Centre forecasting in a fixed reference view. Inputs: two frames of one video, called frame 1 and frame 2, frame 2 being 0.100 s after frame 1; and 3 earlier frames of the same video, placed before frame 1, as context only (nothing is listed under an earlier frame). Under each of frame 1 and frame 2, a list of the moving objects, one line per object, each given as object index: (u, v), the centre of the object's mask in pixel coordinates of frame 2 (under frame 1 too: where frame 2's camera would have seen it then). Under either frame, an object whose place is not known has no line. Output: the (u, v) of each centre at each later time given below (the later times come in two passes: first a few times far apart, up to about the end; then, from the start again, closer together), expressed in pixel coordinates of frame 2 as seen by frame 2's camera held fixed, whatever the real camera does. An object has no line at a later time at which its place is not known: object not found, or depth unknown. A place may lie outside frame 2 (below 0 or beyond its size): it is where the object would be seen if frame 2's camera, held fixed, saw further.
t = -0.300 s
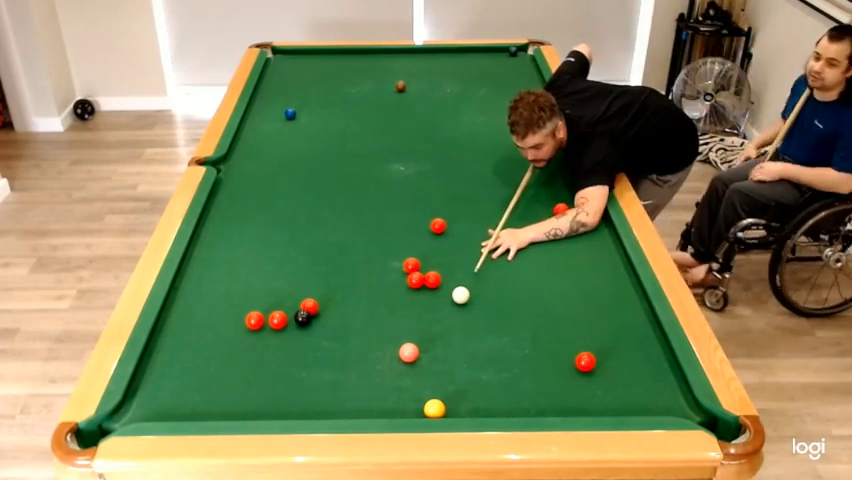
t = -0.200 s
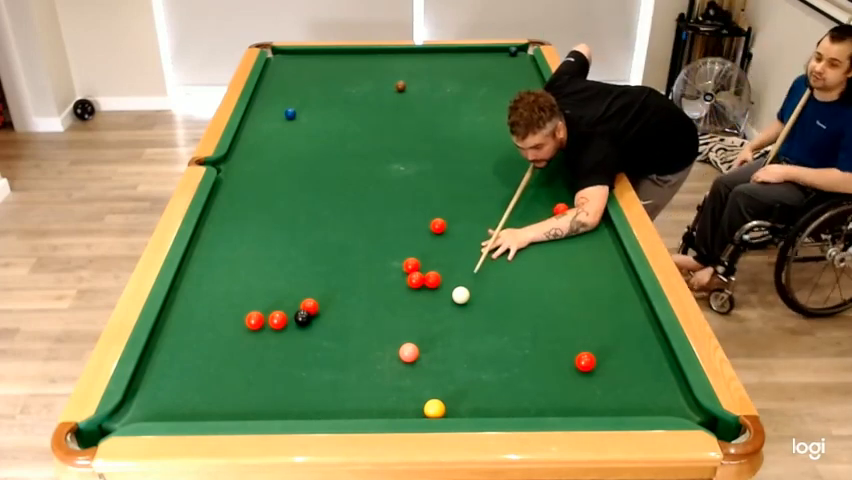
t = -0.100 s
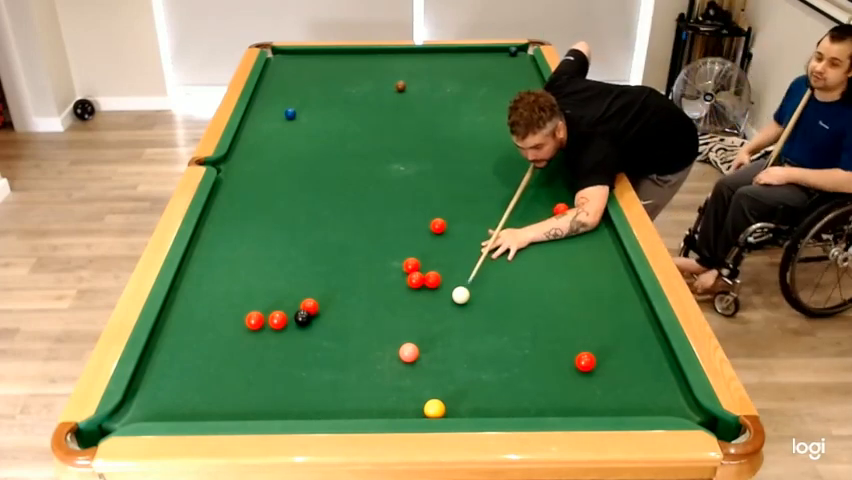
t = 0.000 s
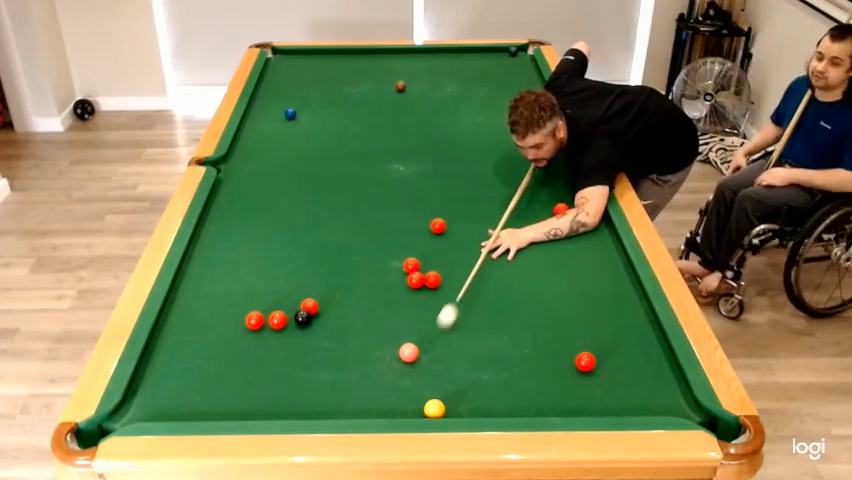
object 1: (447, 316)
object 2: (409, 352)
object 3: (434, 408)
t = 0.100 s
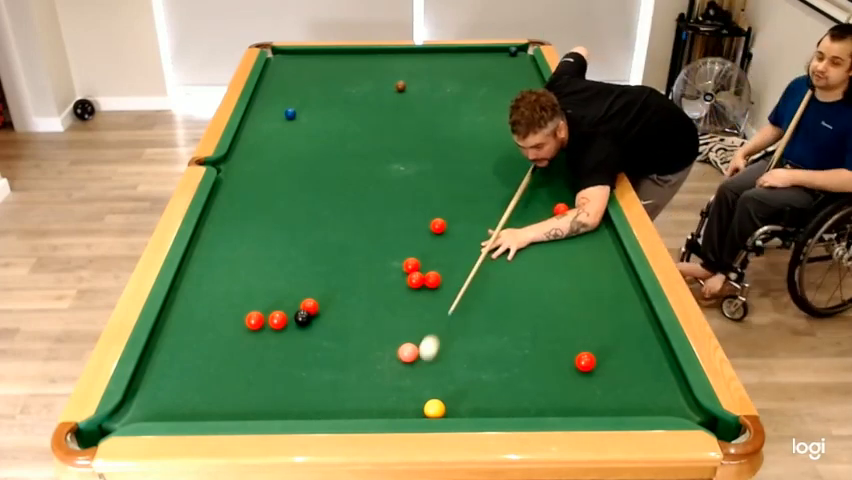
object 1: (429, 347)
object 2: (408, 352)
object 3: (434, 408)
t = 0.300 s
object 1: (436, 392)
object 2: (367, 360)
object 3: (433, 409)
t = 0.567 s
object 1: (451, 363)
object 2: (320, 370)
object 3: (416, 403)
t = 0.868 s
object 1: (466, 339)
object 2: (267, 381)
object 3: (400, 394)
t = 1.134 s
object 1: (476, 321)
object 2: (222, 391)
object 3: (389, 388)
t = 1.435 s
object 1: (487, 303)
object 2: (172, 401)
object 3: (378, 382)
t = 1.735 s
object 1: (495, 289)
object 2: (125, 411)
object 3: (371, 377)
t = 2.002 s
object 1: (502, 278)
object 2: (118, 423)
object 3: (366, 375)
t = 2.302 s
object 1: (509, 267)
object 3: (363, 373)
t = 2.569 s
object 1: (513, 260)
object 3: (363, 373)
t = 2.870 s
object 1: (518, 253)
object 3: (363, 373)
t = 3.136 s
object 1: (521, 248)
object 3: (363, 373)
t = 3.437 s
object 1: (524, 244)
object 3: (363, 373)
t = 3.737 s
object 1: (525, 241)
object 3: (363, 373)
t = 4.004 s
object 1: (525, 240)
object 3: (363, 373)
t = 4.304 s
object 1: (525, 240)
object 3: (363, 373)
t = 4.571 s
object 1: (525, 240)
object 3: (363, 373)
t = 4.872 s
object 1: (526, 240)
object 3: (363, 373)
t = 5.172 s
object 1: (525, 240)
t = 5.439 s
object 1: (525, 240)
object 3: (363, 373)
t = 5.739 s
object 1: (525, 240)
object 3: (363, 374)
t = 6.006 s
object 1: (525, 240)
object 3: (363, 374)
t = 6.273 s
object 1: (525, 240)
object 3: (363, 373)
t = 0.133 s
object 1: (429, 357)
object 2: (401, 354)
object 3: (434, 408)
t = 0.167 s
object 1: (431, 367)
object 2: (393, 355)
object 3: (434, 408)
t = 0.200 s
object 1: (432, 377)
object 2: (386, 357)
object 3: (434, 408)
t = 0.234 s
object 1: (433, 386)
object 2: (380, 358)
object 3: (434, 408)
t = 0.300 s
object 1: (436, 392)
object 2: (367, 360)
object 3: (433, 409)
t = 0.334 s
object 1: (438, 388)
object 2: (361, 362)
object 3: (430, 409)
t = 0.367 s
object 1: (440, 383)
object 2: (355, 363)
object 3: (428, 408)
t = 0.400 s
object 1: (442, 379)
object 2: (349, 364)
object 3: (426, 408)
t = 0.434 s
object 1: (444, 375)
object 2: (344, 365)
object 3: (424, 407)
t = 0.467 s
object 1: (446, 372)
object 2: (337, 367)
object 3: (421, 406)
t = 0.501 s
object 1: (448, 369)
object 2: (332, 368)
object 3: (419, 405)
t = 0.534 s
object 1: (450, 366)
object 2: (325, 369)
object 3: (417, 404)
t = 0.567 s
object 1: (451, 363)
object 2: (320, 370)
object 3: (416, 403)
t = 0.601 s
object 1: (453, 360)
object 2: (313, 372)
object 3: (414, 402)
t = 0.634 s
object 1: (455, 358)
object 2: (308, 372)
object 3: (412, 401)
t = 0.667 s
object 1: (456, 355)
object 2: (302, 374)
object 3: (410, 400)
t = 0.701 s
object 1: (458, 352)
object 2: (296, 375)
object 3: (408, 399)
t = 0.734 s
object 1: (459, 350)
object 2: (290, 376)
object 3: (406, 398)
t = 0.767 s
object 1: (461, 347)
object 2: (284, 377)
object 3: (405, 397)
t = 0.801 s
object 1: (462, 345)
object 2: (278, 379)
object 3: (403, 396)
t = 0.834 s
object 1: (464, 342)
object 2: (273, 380)
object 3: (401, 395)
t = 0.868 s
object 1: (466, 339)
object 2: (267, 381)
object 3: (400, 394)
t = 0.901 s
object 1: (467, 337)
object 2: (261, 382)
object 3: (398, 393)
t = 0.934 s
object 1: (468, 335)
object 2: (255, 383)
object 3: (397, 392)
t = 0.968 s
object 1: (470, 332)
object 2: (250, 385)
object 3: (395, 392)
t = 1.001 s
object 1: (471, 330)
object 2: (244, 386)
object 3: (394, 391)
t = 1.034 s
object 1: (472, 328)
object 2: (238, 387)
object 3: (393, 390)
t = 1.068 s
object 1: (474, 325)
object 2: (233, 388)
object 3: (391, 389)
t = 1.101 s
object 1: (475, 323)
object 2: (227, 389)
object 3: (390, 388)
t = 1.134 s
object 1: (476, 321)
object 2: (222, 391)
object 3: (389, 388)
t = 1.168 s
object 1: (477, 319)
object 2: (216, 392)
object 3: (387, 387)
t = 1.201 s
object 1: (479, 317)
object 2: (211, 393)
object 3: (386, 386)
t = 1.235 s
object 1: (480, 315)
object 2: (205, 394)
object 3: (385, 386)
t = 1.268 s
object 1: (481, 313)
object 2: (200, 395)
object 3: (384, 385)
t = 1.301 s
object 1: (482, 311)
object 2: (194, 396)
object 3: (382, 384)
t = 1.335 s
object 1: (483, 309)
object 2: (189, 398)
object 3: (381, 384)
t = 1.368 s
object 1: (485, 307)
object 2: (183, 399)
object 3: (380, 383)
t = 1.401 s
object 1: (486, 305)
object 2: (178, 400)
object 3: (379, 382)
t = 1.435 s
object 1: (487, 303)
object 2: (172, 401)
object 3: (378, 382)
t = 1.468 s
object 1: (488, 302)
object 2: (167, 402)
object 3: (377, 381)
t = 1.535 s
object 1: (490, 298)
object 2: (157, 405)
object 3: (375, 380)
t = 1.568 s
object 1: (491, 297)
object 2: (151, 406)
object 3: (375, 380)
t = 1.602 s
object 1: (492, 295)
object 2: (146, 407)
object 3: (374, 379)
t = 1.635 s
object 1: (493, 293)
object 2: (141, 408)
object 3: (373, 379)
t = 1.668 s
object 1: (494, 292)
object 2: (136, 409)
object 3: (372, 378)
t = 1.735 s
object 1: (495, 289)
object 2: (125, 411)
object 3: (371, 377)
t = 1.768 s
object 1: (496, 287)
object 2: (122, 413)
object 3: (370, 377)
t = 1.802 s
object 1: (497, 286)
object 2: (121, 415)
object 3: (369, 376)
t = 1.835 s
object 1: (498, 284)
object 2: (120, 416)
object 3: (369, 376)
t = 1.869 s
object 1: (499, 283)
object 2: (120, 418)
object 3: (368, 376)
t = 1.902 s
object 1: (500, 282)
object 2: (120, 420)
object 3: (367, 375)
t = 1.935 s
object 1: (501, 280)
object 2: (120, 421)
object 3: (367, 375)
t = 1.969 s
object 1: (501, 279)
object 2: (119, 422)
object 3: (367, 375)
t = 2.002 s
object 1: (502, 278)
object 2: (118, 423)
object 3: (366, 375)
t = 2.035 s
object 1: (503, 276)
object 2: (117, 423)
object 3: (365, 374)
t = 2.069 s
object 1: (504, 275)
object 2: (115, 424)
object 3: (365, 374)
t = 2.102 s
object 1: (505, 274)
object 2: (112, 425)
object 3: (365, 374)
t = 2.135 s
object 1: (505, 273)
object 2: (109, 427)
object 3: (364, 374)
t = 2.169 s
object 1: (506, 272)
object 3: (364, 374)
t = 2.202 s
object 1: (507, 270)
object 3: (364, 374)
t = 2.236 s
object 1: (507, 269)
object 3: (363, 373)
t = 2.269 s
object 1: (508, 268)
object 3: (363, 373)
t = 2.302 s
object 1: (509, 267)
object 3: (363, 373)
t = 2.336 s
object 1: (509, 266)
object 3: (363, 373)
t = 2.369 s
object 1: (510, 265)
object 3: (363, 373)
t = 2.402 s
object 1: (510, 264)
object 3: (363, 373)
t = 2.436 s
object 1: (511, 263)
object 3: (363, 373)
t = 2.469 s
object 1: (512, 262)
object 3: (363, 373)
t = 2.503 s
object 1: (512, 261)
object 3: (363, 373)
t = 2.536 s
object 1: (513, 260)
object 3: (363, 373)
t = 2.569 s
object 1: (513, 260)
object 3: (363, 373)
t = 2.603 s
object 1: (514, 259)
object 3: (363, 373)
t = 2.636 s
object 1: (514, 258)
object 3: (363, 373)
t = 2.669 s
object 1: (515, 257)
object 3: (363, 373)
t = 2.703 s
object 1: (515, 256)
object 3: (363, 373)
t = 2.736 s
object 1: (516, 256)
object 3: (363, 373)
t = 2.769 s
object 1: (516, 255)
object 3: (363, 373)
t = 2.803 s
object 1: (517, 254)
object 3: (363, 373)
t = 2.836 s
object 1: (517, 253)
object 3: (363, 373)
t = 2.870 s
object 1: (518, 253)
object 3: (363, 373)
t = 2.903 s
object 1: (518, 252)
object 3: (363, 373)
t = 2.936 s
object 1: (519, 251)
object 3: (363, 373)
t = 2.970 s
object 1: (519, 251)
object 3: (363, 373)
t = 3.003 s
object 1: (519, 250)
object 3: (363, 373)
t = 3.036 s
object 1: (520, 249)
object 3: (363, 373)
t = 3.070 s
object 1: (520, 249)
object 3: (363, 373)
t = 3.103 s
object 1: (521, 248)
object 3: (363, 373)
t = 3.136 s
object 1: (521, 248)
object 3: (363, 373)
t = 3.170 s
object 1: (521, 248)
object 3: (363, 373)
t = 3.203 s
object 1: (522, 247)
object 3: (363, 373)
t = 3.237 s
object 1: (522, 246)
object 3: (363, 373)
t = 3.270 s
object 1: (522, 246)
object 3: (363, 373)
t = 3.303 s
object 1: (523, 245)
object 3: (363, 373)
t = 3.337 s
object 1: (523, 245)
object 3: (363, 373)
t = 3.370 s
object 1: (523, 245)
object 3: (363, 373)
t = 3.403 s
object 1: (523, 244)
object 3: (363, 373)
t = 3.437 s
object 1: (524, 244)
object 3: (363, 373)
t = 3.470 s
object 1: (524, 244)
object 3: (363, 373)
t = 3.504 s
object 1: (524, 243)
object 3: (363, 373)
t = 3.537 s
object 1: (524, 243)
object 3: (363, 373)
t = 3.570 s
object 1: (524, 243)
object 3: (363, 373)
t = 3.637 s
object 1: (525, 242)
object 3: (363, 373)
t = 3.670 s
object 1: (525, 242)
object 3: (363, 373)
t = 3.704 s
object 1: (525, 242)
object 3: (363, 373)
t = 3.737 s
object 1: (525, 241)
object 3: (363, 373)
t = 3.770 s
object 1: (525, 241)
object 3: (363, 373)
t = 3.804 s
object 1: (525, 241)
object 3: (363, 373)
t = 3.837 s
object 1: (525, 241)
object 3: (363, 373)
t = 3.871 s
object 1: (525, 241)
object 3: (363, 373)
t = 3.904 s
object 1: (525, 241)
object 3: (363, 373)
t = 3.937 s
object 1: (525, 241)
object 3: (363, 373)
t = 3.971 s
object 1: (525, 240)
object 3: (363, 373)
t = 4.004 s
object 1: (525, 240)
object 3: (363, 373)
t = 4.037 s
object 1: (525, 240)
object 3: (363, 373)
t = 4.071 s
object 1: (525, 240)
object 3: (363, 373)
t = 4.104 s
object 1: (525, 240)
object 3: (363, 373)
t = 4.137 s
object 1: (525, 240)
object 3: (363, 373)
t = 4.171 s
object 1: (525, 240)
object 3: (363, 373)
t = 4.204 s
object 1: (525, 240)
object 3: (363, 373)
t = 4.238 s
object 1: (525, 240)
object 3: (363, 373)
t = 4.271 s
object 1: (525, 240)
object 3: (363, 373)
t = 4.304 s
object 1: (525, 240)
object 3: (363, 373)
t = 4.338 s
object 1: (525, 241)
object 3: (363, 373)
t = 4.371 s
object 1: (525, 241)
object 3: (363, 373)
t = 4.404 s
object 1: (525, 241)
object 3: (363, 373)
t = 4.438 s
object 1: (525, 241)
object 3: (363, 373)
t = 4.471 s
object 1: (525, 240)
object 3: (363, 373)
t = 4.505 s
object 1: (525, 241)
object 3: (363, 373)
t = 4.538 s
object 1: (525, 240)
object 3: (363, 373)
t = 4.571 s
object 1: (525, 240)
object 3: (363, 373)
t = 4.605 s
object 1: (525, 240)
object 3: (363, 373)
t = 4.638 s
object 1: (525, 240)
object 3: (363, 373)
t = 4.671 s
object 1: (525, 240)
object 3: (363, 373)
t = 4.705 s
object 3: (363, 373)
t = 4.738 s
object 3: (363, 373)
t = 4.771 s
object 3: (363, 373)
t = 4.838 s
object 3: (363, 373)
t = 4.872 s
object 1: (526, 240)
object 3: (363, 373)
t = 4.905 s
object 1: (526, 240)
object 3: (363, 373)
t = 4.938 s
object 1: (526, 240)
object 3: (363, 373)
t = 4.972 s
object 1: (526, 240)
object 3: (361, 375)
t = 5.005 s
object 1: (526, 240)
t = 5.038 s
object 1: (526, 240)
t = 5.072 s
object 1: (526, 240)
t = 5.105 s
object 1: (526, 240)
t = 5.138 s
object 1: (525, 240)
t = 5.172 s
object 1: (525, 240)
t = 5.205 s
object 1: (525, 240)
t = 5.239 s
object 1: (525, 240)
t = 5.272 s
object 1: (525, 240)
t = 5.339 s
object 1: (525, 240)
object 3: (363, 373)
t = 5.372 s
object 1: (525, 240)
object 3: (363, 373)
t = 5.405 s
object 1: (525, 240)
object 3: (363, 373)
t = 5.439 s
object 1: (525, 240)
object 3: (363, 373)
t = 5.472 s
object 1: (525, 240)
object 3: (363, 373)
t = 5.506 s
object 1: (525, 240)
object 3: (363, 373)
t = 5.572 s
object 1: (526, 240)
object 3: (363, 373)
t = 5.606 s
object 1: (525, 240)
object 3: (363, 373)
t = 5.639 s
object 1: (525, 240)
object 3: (363, 373)
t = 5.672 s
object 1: (525, 240)
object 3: (363, 373)
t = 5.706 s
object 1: (525, 240)
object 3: (363, 373)
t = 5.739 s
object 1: (525, 240)
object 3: (363, 374)
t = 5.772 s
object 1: (525, 240)
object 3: (363, 374)
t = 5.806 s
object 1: (525, 241)
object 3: (363, 374)
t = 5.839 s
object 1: (525, 241)
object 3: (363, 374)
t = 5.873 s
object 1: (525, 240)
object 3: (363, 373)
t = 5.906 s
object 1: (525, 241)
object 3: (363, 373)
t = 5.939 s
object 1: (525, 241)
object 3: (363, 373)
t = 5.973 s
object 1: (525, 240)
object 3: (363, 373)
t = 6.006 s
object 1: (525, 240)
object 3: (363, 374)
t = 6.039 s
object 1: (525, 240)
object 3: (363, 373)
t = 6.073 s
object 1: (525, 241)
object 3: (363, 373)
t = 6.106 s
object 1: (525, 241)
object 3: (363, 373)
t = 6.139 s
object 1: (525, 241)
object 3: (363, 373)
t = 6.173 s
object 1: (525, 241)
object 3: (363, 373)
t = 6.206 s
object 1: (525, 241)
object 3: (363, 373)
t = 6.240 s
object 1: (525, 241)
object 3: (363, 373)
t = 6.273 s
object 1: (525, 240)
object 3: (363, 373)
